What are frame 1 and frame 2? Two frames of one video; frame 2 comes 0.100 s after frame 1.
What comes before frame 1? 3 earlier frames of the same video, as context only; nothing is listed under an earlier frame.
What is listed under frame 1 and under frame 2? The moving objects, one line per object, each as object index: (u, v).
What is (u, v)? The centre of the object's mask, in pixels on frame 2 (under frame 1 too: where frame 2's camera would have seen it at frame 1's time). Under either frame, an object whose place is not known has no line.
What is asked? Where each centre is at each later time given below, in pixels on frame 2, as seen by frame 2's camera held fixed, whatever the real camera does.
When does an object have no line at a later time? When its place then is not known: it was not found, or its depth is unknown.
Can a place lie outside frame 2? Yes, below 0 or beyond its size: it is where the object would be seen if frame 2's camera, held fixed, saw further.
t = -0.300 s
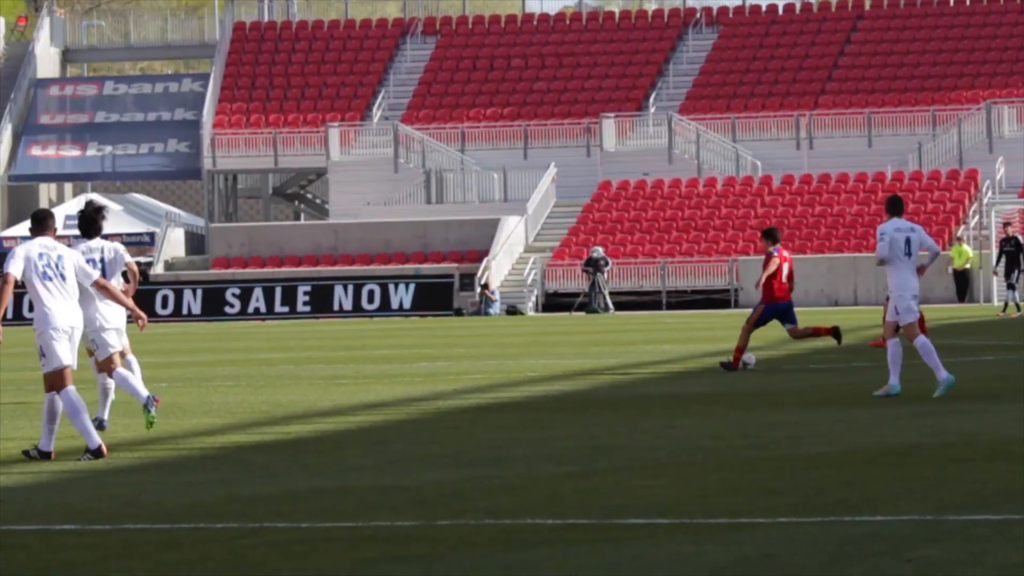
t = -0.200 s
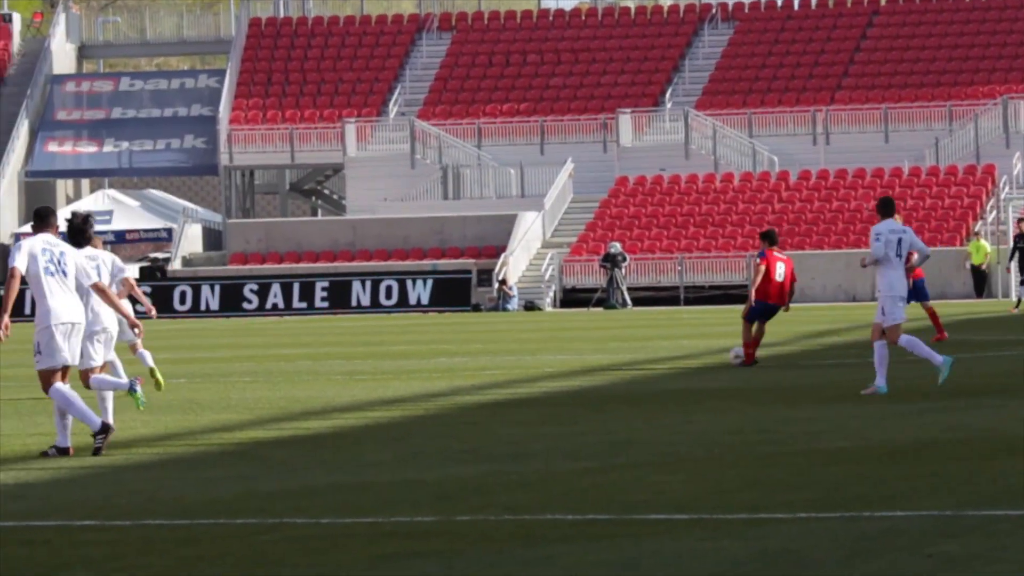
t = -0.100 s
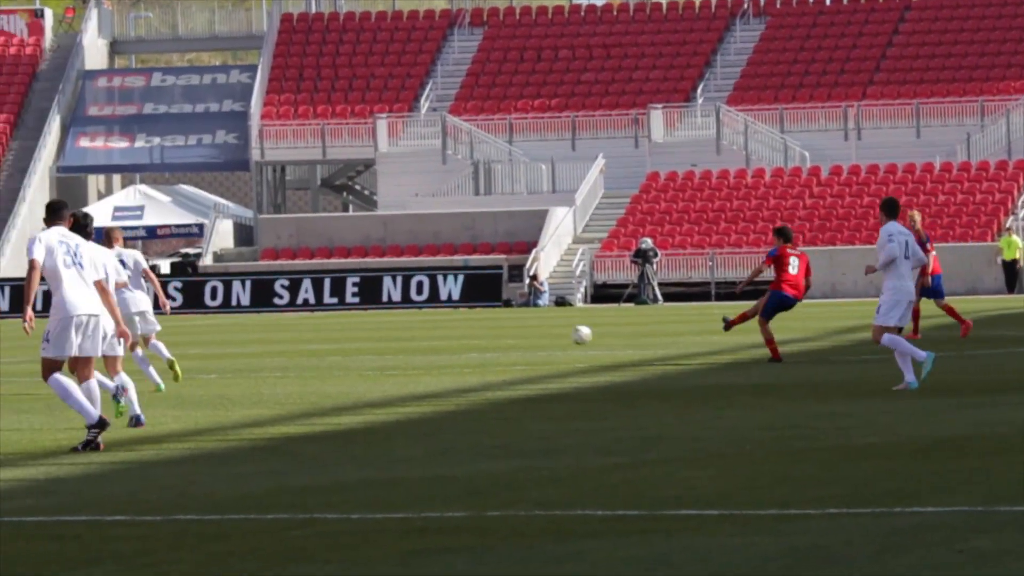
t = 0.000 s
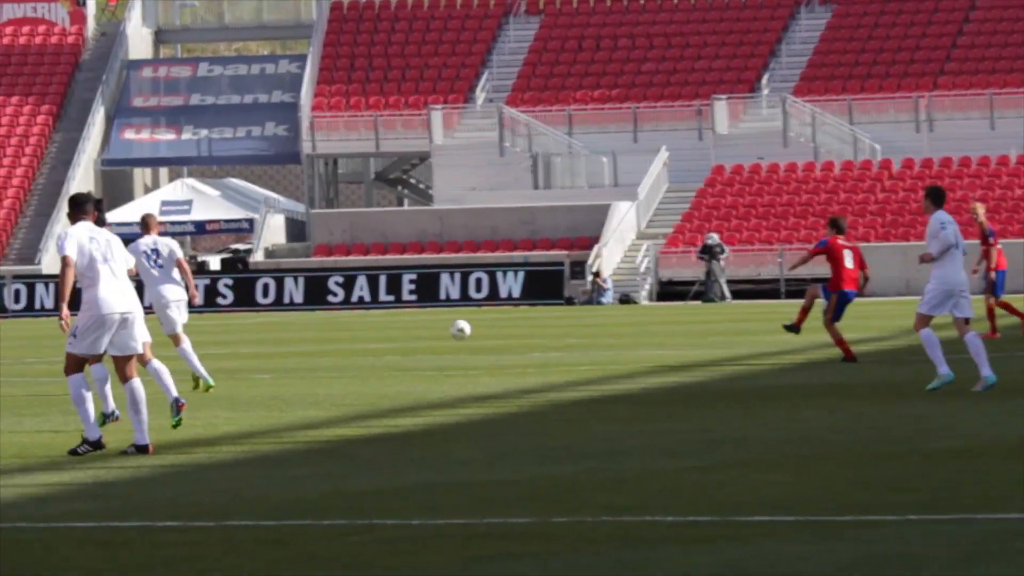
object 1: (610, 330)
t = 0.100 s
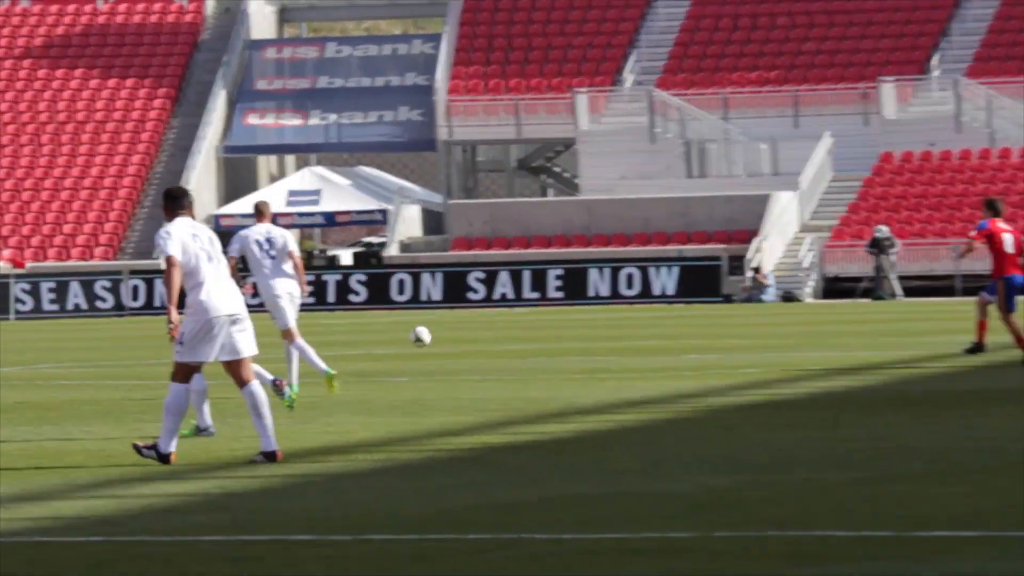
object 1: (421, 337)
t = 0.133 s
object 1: (359, 342)
